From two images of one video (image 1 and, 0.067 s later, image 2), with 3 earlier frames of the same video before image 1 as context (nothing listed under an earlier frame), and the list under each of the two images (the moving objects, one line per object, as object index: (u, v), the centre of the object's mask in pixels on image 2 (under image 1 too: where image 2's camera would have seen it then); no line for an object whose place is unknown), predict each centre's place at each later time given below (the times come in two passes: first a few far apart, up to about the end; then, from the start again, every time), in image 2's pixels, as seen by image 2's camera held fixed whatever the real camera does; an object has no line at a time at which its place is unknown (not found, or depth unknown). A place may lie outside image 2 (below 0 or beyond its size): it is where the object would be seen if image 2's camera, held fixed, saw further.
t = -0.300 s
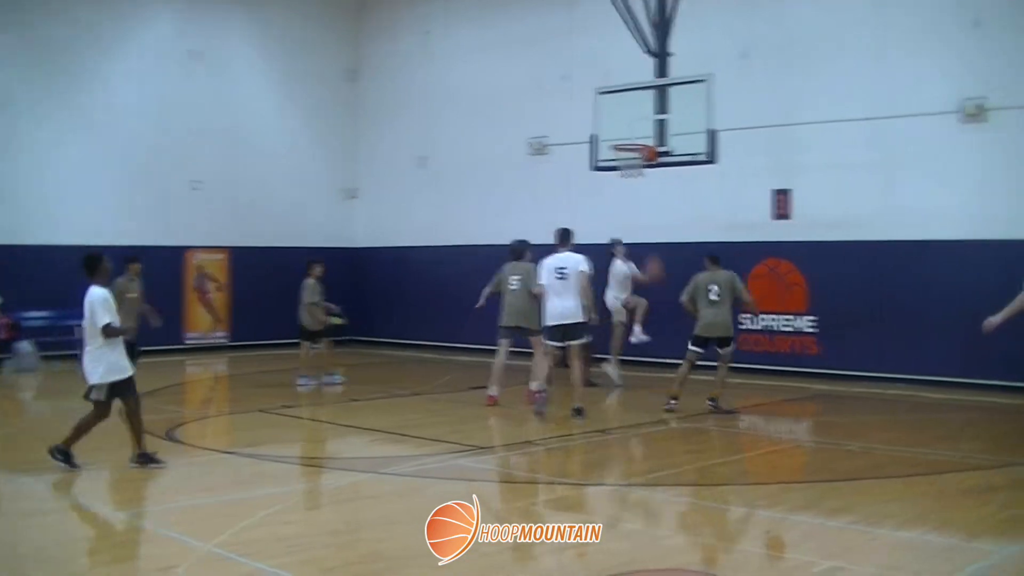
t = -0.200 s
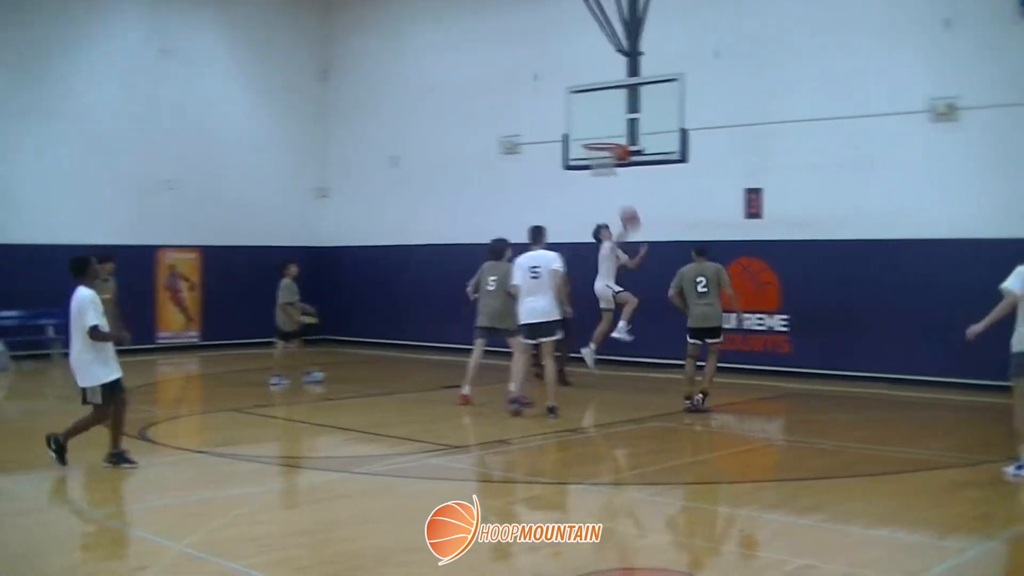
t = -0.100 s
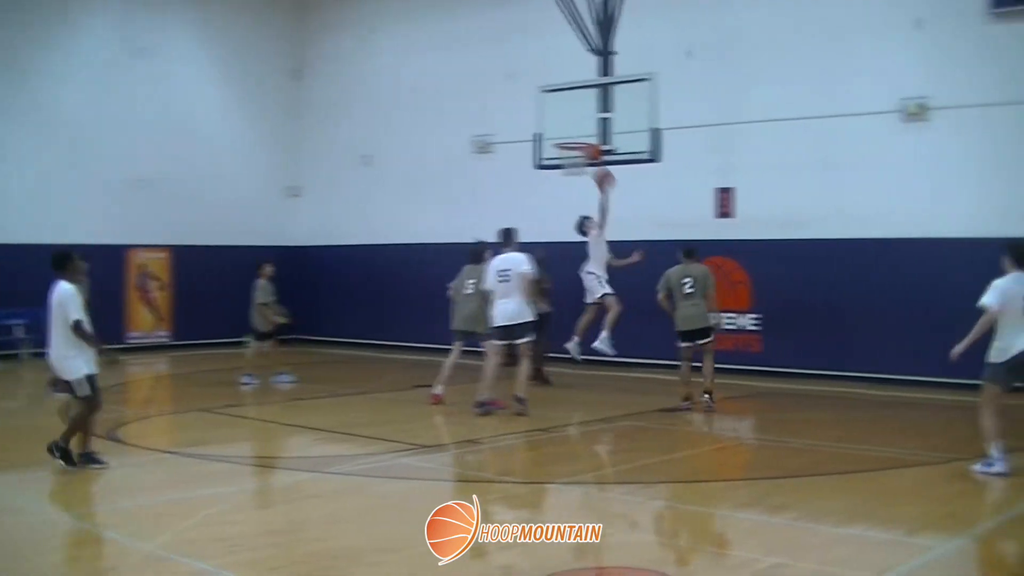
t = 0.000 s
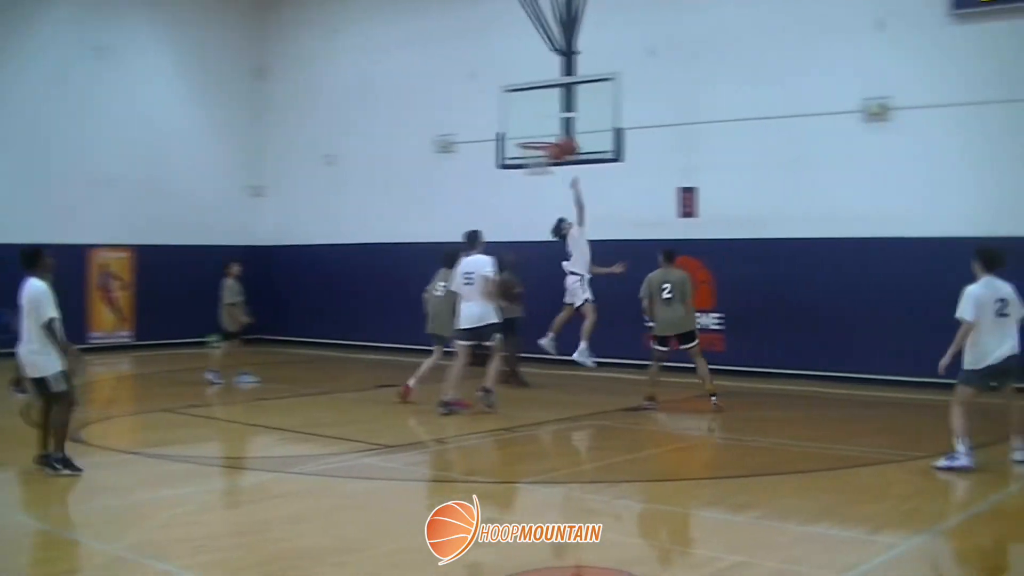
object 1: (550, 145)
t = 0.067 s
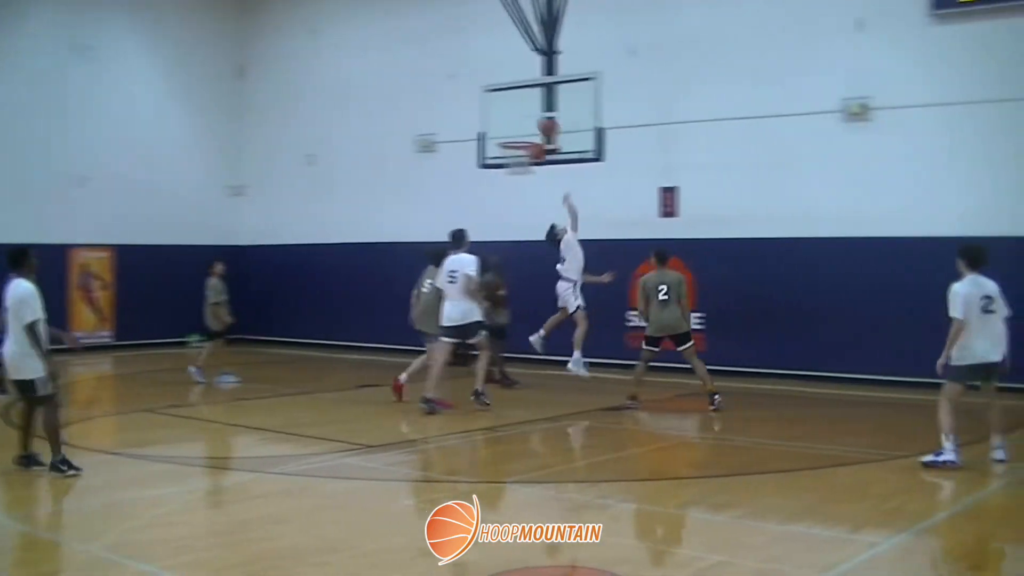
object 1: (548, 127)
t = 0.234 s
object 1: (536, 109)
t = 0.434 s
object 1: (520, 126)
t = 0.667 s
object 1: (508, 175)
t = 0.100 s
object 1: (547, 119)
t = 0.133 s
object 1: (545, 112)
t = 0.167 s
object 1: (543, 110)
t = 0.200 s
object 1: (540, 109)
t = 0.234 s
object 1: (536, 109)
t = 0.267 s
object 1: (533, 109)
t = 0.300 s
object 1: (531, 111)
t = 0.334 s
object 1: (529, 113)
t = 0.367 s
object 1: (526, 117)
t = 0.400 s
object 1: (523, 121)
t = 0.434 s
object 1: (520, 126)
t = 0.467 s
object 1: (518, 132)
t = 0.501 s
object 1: (515, 138)
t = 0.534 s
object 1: (513, 146)
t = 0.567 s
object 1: (506, 154)
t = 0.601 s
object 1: (509, 163)
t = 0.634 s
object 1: (508, 169)
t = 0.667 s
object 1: (508, 175)
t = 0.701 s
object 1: (507, 181)
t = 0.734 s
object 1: (508, 189)
